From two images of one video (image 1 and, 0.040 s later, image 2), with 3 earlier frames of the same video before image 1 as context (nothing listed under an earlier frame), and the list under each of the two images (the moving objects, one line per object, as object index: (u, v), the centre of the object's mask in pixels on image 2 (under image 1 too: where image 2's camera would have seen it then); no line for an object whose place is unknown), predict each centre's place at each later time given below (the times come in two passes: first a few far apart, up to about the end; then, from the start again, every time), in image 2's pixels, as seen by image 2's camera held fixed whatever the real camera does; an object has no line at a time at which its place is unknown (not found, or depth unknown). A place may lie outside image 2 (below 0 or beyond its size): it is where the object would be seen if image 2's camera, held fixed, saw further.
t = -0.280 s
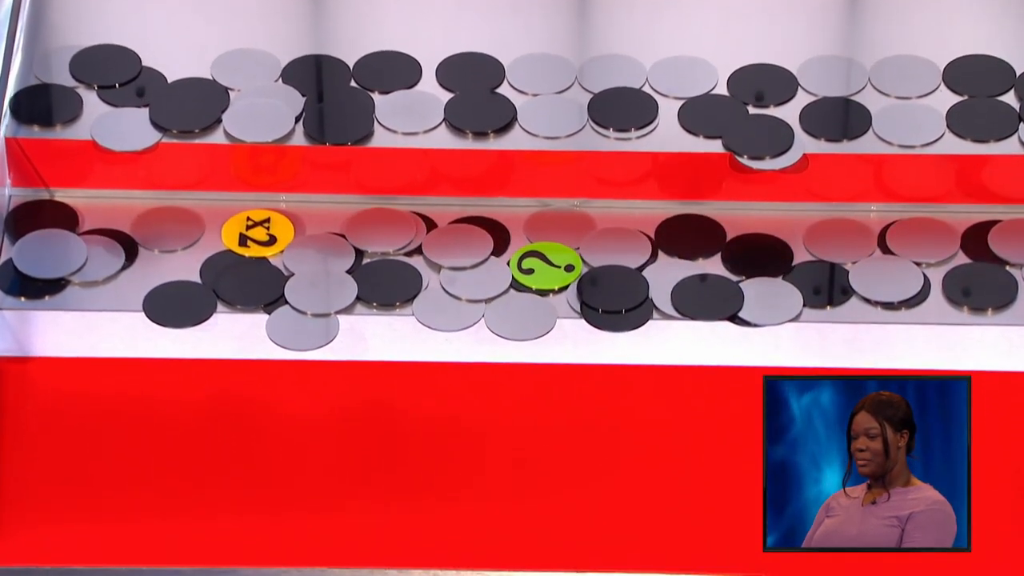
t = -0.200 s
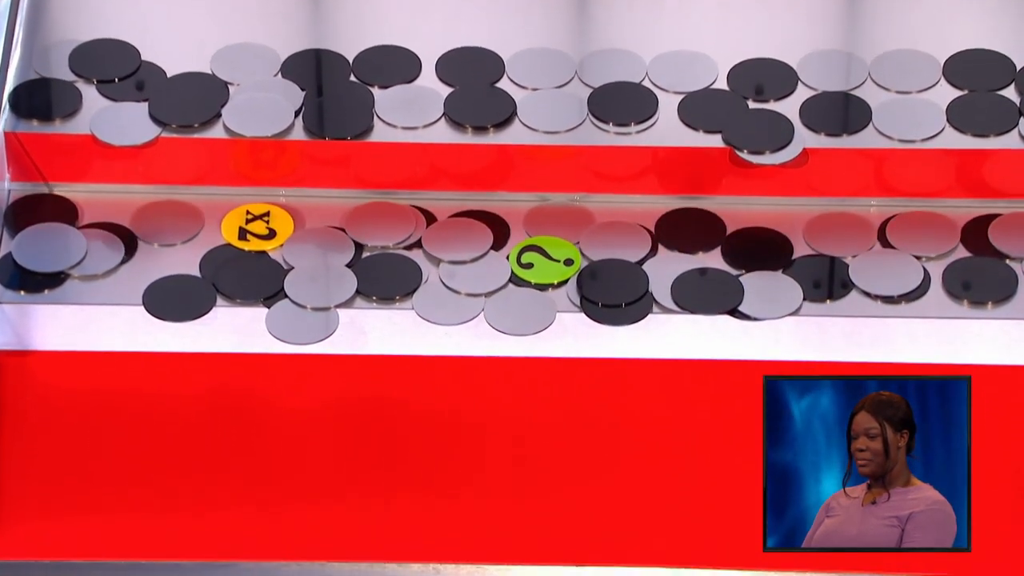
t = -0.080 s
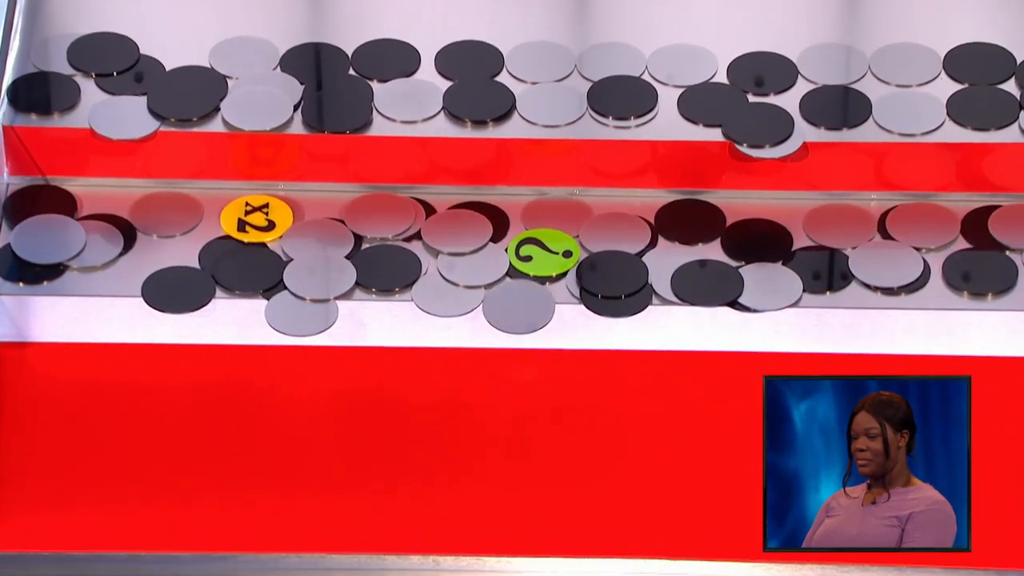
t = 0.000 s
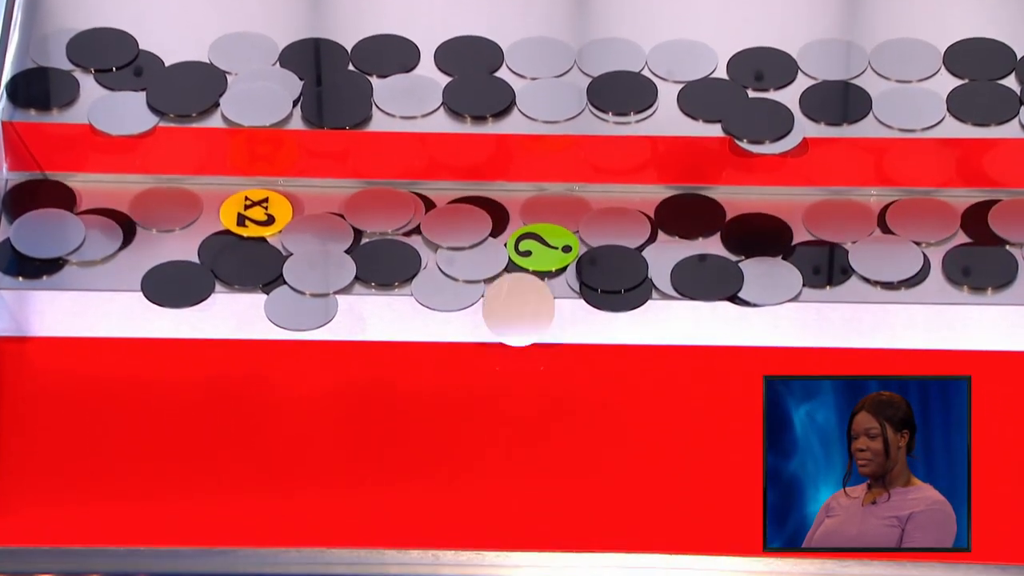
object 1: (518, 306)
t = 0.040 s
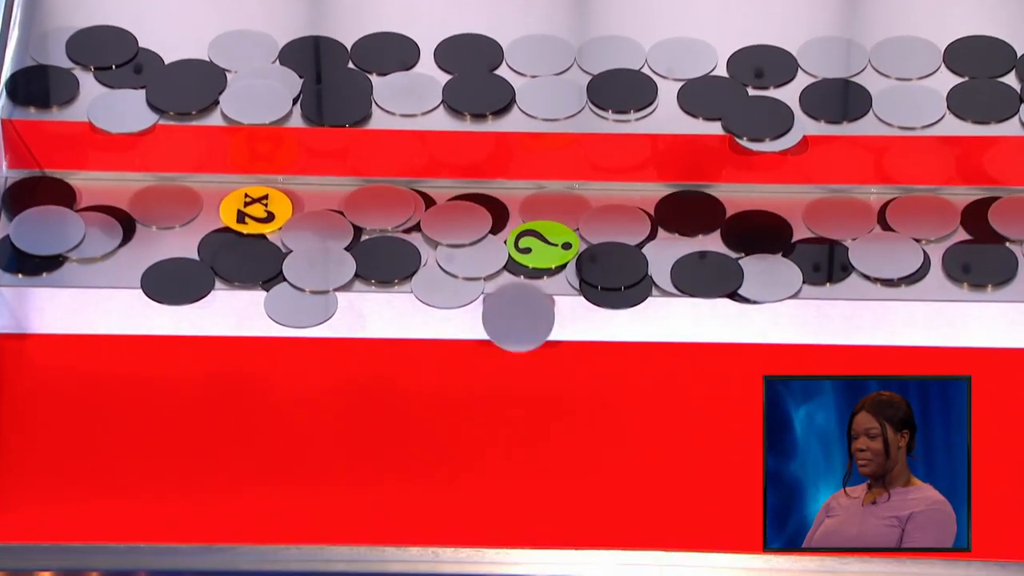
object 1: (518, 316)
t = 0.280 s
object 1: (516, 439)
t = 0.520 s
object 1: (515, 518)
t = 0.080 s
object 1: (518, 328)
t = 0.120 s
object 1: (518, 347)
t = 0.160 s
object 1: (518, 370)
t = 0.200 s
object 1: (517, 392)
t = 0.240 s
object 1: (517, 414)
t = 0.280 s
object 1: (516, 439)
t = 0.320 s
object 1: (516, 467)
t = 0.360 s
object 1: (515, 500)
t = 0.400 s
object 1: (515, 524)
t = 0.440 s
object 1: (515, 523)
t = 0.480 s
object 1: (515, 519)
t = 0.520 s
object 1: (515, 518)
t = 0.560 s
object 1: (515, 519)
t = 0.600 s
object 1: (515, 521)
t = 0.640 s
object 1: (515, 526)
